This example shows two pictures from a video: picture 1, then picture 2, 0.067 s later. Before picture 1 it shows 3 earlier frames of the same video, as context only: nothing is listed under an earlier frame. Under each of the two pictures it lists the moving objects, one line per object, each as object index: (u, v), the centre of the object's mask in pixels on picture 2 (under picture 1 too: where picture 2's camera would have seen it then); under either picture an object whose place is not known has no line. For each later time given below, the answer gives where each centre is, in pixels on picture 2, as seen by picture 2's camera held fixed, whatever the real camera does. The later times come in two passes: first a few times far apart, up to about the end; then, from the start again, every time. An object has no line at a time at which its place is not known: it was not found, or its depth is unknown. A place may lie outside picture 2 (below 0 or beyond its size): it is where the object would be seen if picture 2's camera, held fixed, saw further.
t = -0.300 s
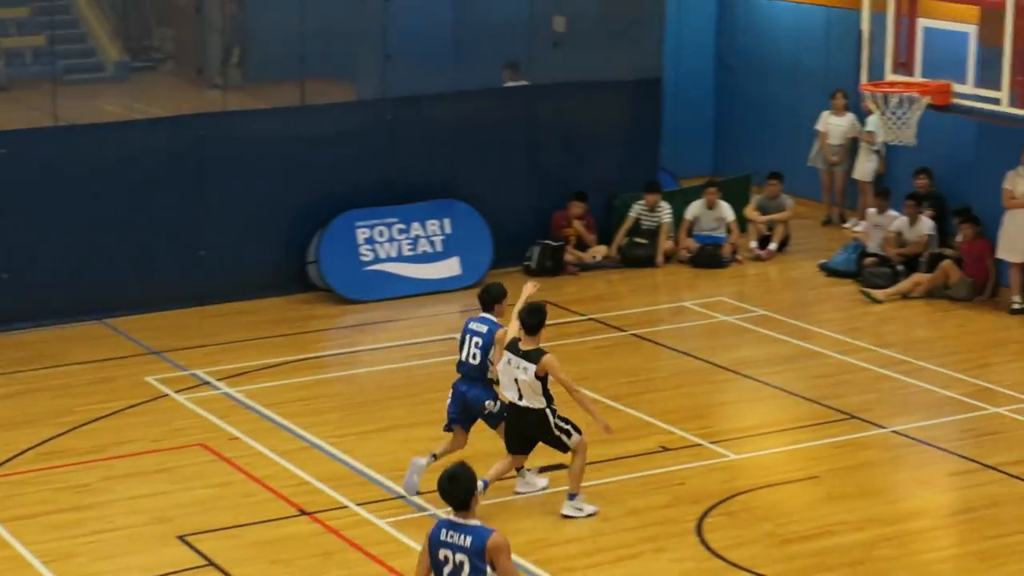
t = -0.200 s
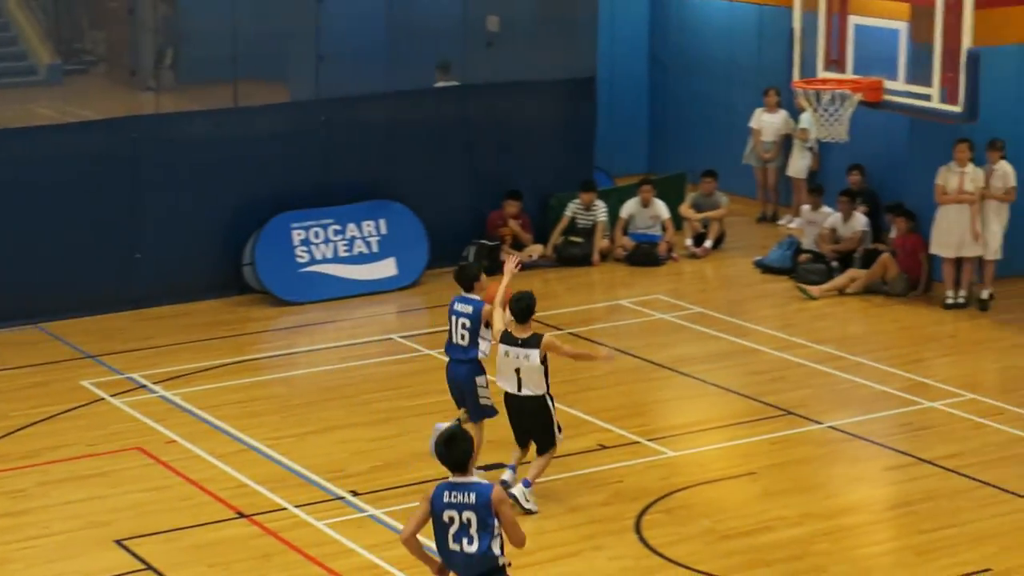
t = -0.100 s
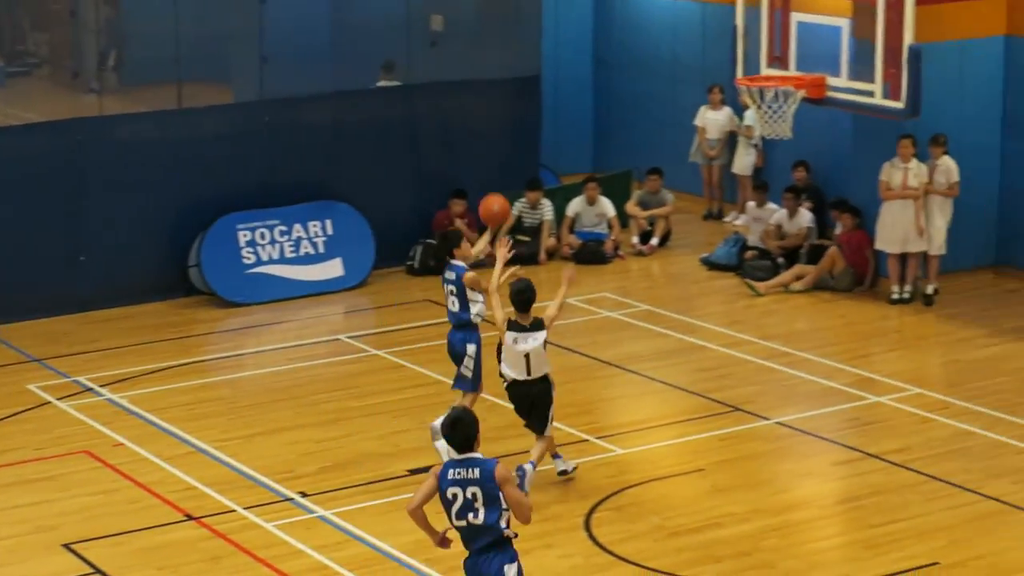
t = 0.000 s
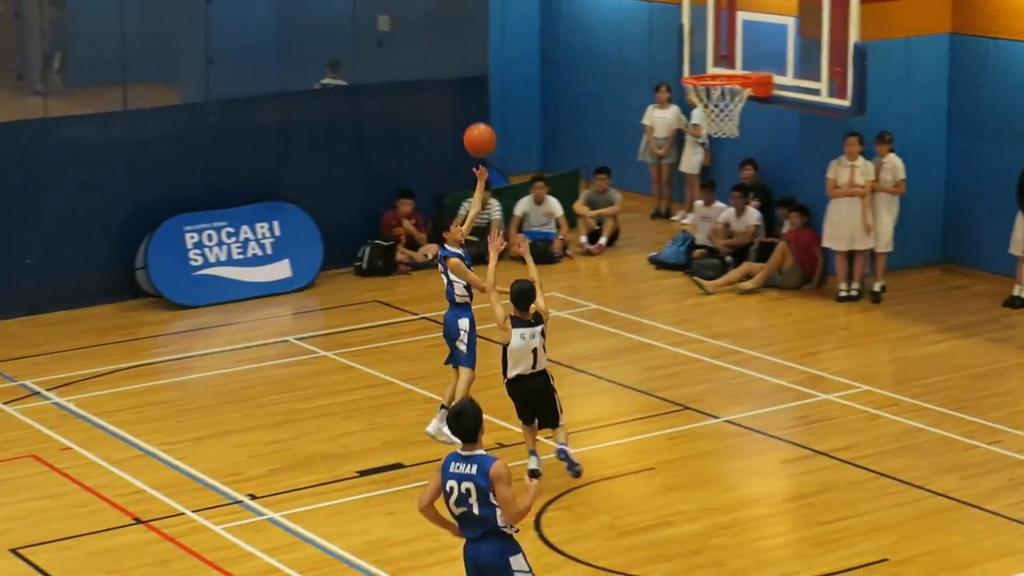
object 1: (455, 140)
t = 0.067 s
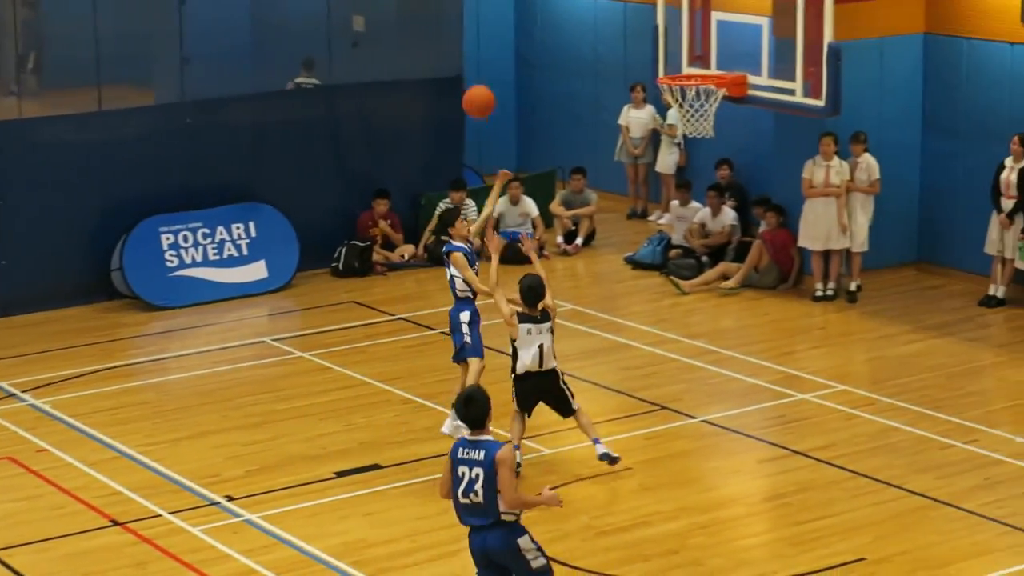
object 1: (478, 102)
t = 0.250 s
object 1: (544, 24)
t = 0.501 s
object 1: (639, -6)
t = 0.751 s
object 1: (646, 23)
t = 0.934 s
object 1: (637, 98)
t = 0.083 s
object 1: (485, 93)
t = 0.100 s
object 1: (490, 84)
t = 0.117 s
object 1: (496, 76)
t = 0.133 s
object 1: (502, 68)
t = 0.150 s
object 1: (508, 61)
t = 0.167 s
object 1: (514, 54)
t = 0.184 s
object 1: (520, 47)
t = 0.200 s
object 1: (526, 41)
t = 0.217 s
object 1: (532, 35)
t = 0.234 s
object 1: (539, 29)
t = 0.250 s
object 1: (544, 24)
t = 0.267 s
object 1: (551, 19)
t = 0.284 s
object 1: (557, 14)
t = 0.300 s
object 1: (562, 10)
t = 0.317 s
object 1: (569, 6)
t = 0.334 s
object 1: (575, 3)
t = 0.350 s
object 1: (581, 1)
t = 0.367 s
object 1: (588, 0)
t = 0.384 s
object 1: (594, -2)
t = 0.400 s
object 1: (600, -3)
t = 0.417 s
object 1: (607, -4)
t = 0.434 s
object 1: (613, -5)
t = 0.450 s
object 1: (620, -6)
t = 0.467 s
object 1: (626, -6)
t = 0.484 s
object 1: (632, -6)
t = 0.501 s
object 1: (639, -6)
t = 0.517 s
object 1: (645, -6)
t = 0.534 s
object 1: (647, -6)
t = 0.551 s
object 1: (647, -6)
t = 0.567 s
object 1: (647, -6)
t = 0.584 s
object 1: (647, -5)
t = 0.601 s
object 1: (647, -5)
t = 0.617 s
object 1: (647, -4)
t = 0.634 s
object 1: (647, -3)
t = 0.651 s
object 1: (647, -1)
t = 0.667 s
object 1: (647, 2)
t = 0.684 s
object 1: (646, 5)
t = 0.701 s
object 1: (647, 9)
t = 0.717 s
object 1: (646, 14)
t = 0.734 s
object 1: (646, 18)
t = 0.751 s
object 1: (646, 23)
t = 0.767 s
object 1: (646, 29)
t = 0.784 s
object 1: (646, 35)
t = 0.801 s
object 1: (646, 41)
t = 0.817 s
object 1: (646, 48)
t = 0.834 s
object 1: (646, 55)
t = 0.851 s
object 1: (646, 63)
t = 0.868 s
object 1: (645, 70)
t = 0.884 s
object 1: (644, 79)
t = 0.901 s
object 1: (642, 86)
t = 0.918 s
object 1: (640, 91)
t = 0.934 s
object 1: (637, 98)
